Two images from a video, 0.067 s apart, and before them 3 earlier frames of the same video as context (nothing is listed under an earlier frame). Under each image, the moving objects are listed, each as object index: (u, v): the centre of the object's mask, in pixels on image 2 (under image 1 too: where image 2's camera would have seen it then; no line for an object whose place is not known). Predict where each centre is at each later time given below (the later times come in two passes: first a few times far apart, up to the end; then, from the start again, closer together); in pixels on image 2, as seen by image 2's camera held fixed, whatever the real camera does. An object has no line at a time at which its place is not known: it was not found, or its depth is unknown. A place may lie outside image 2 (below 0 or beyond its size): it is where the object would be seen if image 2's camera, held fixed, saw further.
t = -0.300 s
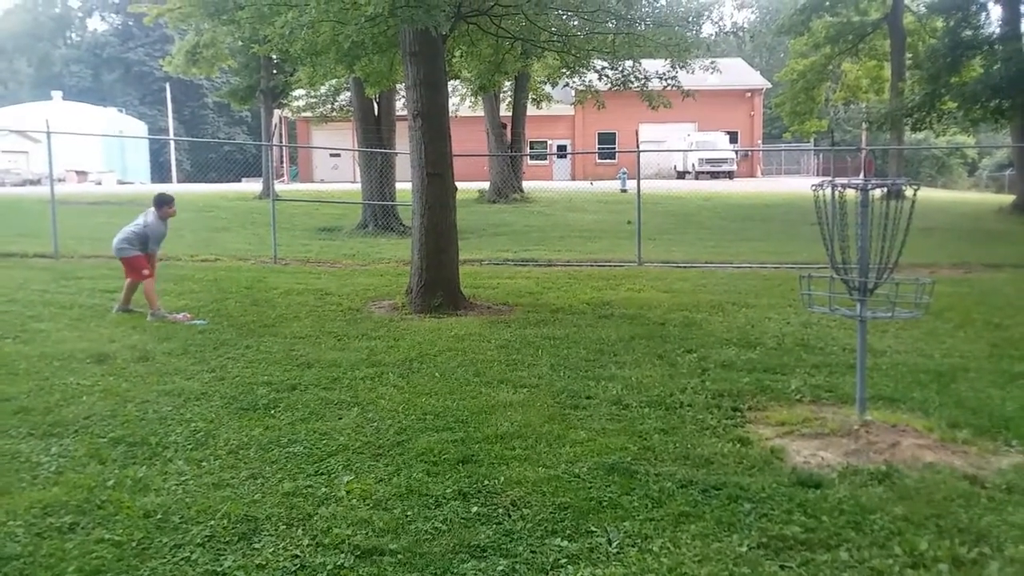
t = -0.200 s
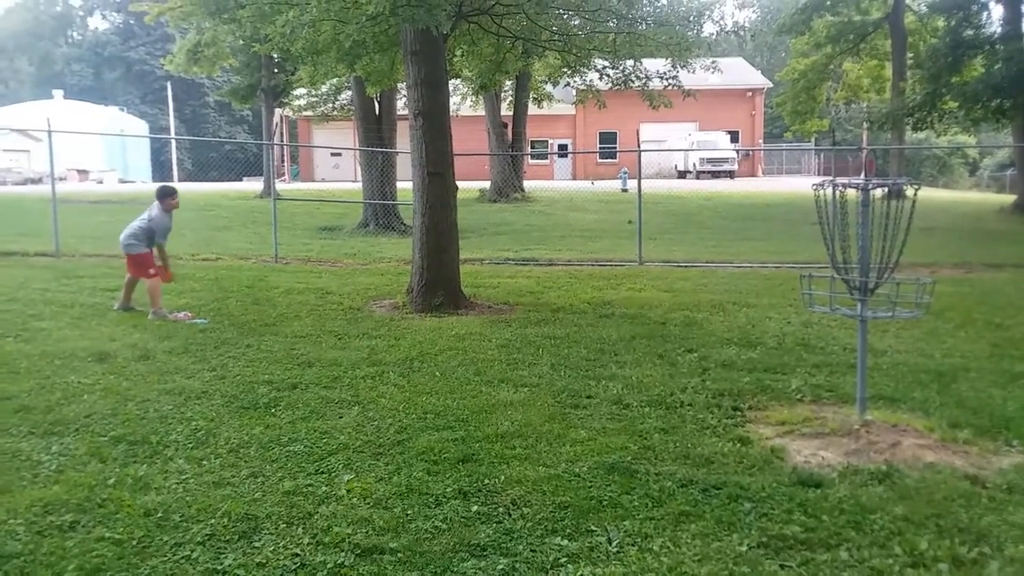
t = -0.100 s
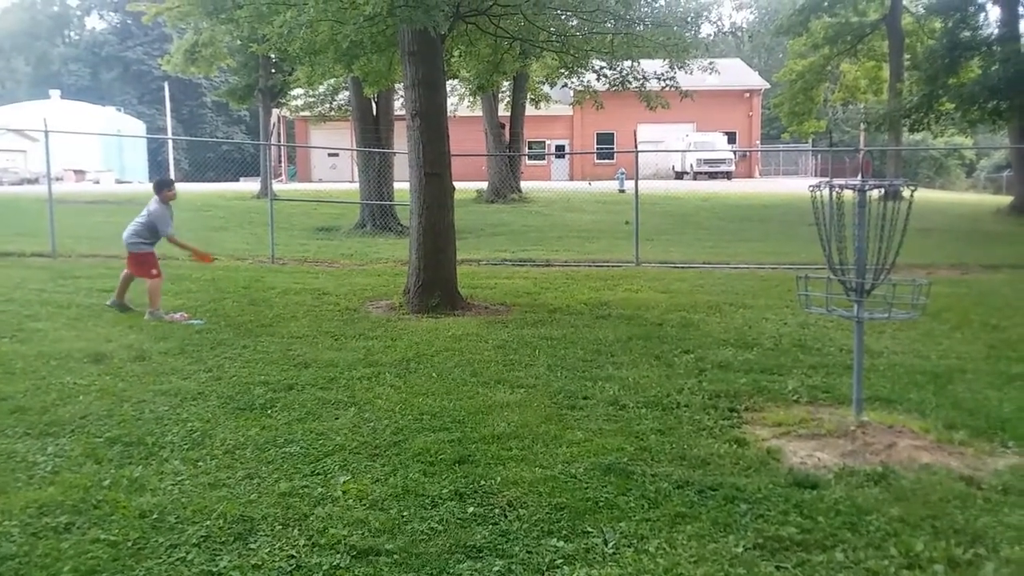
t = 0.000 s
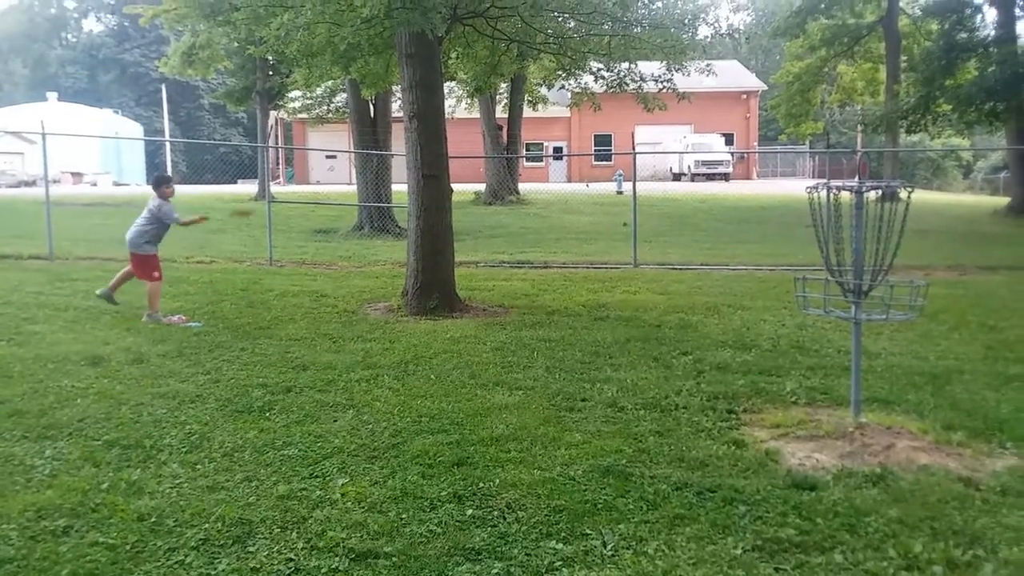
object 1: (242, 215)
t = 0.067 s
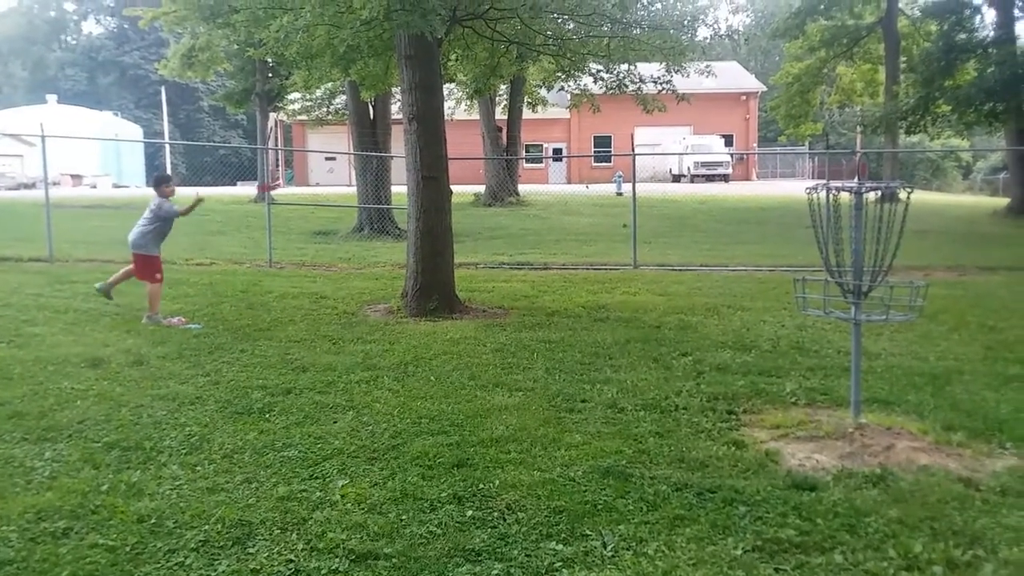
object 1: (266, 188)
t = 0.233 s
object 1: (340, 138)
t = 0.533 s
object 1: (511, 120)
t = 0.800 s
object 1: (710, 170)
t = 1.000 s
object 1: (832, 230)
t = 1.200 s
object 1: (840, 272)
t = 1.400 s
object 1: (816, 296)
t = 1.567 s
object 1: (814, 293)
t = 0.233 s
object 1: (340, 138)
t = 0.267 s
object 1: (357, 131)
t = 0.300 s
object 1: (375, 127)
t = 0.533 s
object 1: (511, 120)
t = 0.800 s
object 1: (710, 170)
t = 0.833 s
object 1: (738, 178)
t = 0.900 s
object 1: (798, 203)
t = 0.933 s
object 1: (815, 214)
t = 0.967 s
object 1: (826, 223)
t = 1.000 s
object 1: (832, 230)
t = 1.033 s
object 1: (835, 238)
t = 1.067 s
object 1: (838, 247)
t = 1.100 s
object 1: (839, 259)
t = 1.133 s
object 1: (841, 265)
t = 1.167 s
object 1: (841, 266)
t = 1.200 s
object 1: (840, 272)
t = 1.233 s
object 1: (839, 278)
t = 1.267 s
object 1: (837, 286)
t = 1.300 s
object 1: (831, 295)
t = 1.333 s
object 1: (827, 298)
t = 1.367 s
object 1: (821, 297)
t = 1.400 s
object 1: (816, 296)
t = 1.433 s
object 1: (815, 294)
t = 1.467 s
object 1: (815, 294)
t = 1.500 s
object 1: (814, 293)
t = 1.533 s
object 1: (814, 293)
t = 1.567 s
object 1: (814, 293)
